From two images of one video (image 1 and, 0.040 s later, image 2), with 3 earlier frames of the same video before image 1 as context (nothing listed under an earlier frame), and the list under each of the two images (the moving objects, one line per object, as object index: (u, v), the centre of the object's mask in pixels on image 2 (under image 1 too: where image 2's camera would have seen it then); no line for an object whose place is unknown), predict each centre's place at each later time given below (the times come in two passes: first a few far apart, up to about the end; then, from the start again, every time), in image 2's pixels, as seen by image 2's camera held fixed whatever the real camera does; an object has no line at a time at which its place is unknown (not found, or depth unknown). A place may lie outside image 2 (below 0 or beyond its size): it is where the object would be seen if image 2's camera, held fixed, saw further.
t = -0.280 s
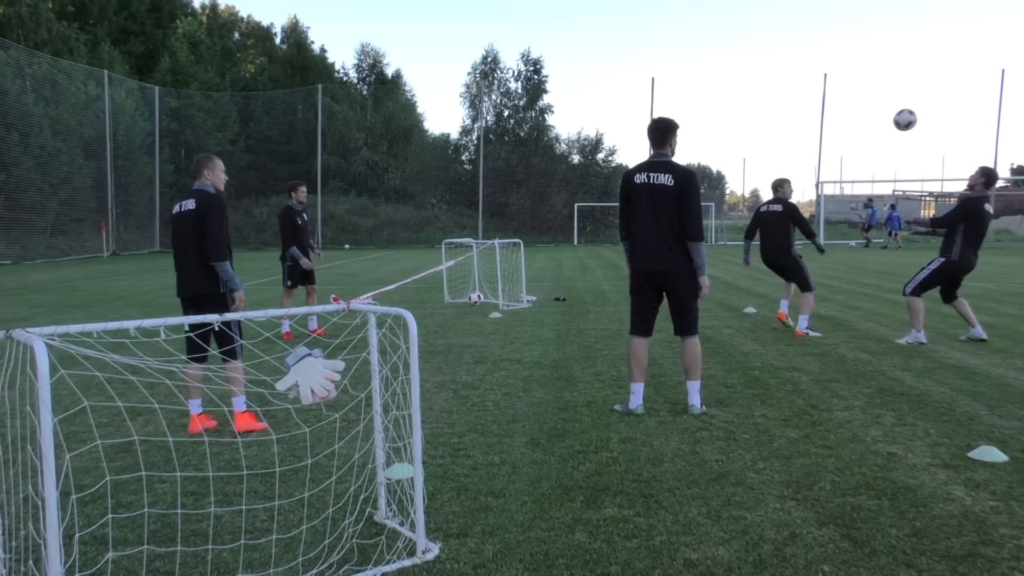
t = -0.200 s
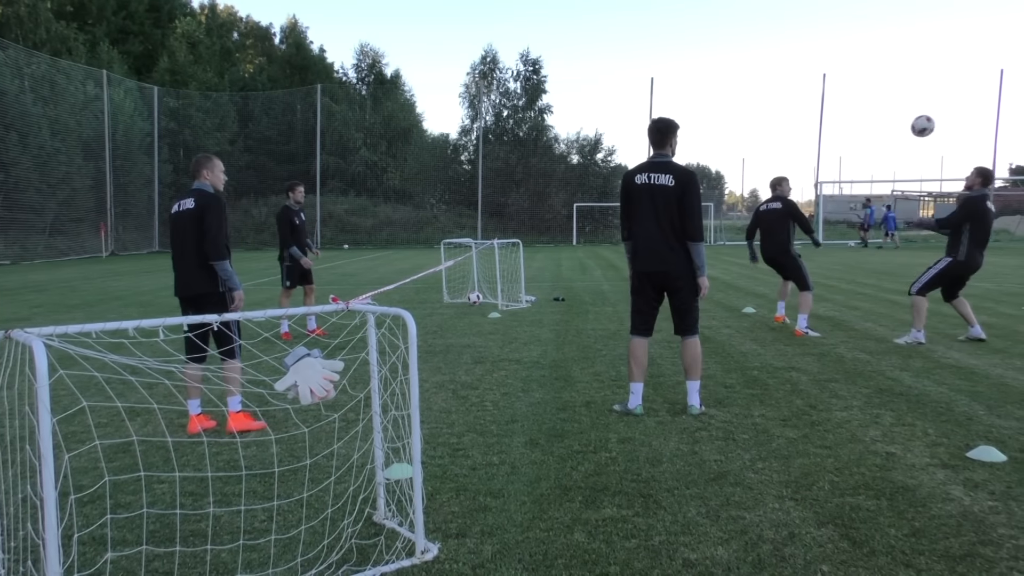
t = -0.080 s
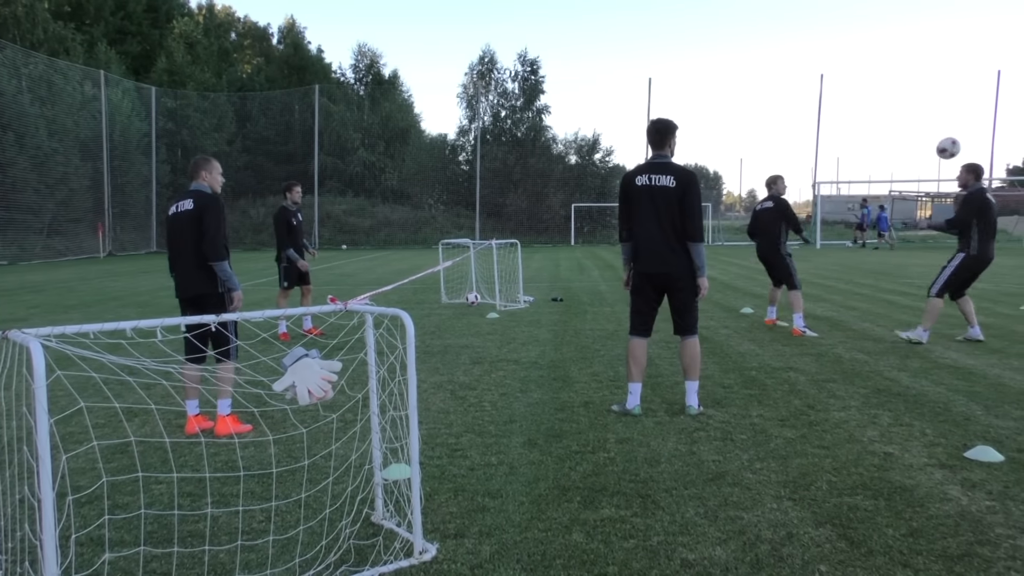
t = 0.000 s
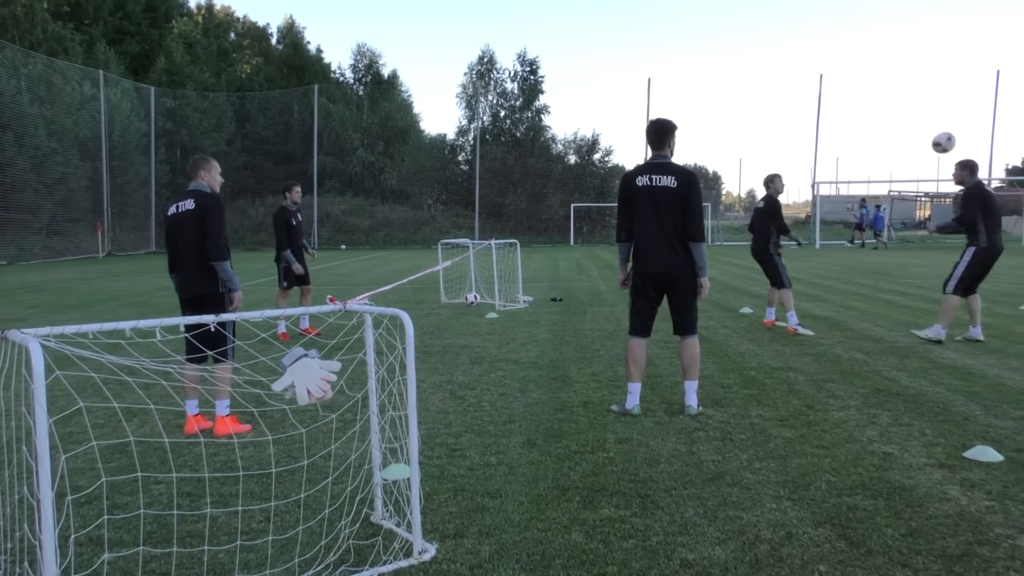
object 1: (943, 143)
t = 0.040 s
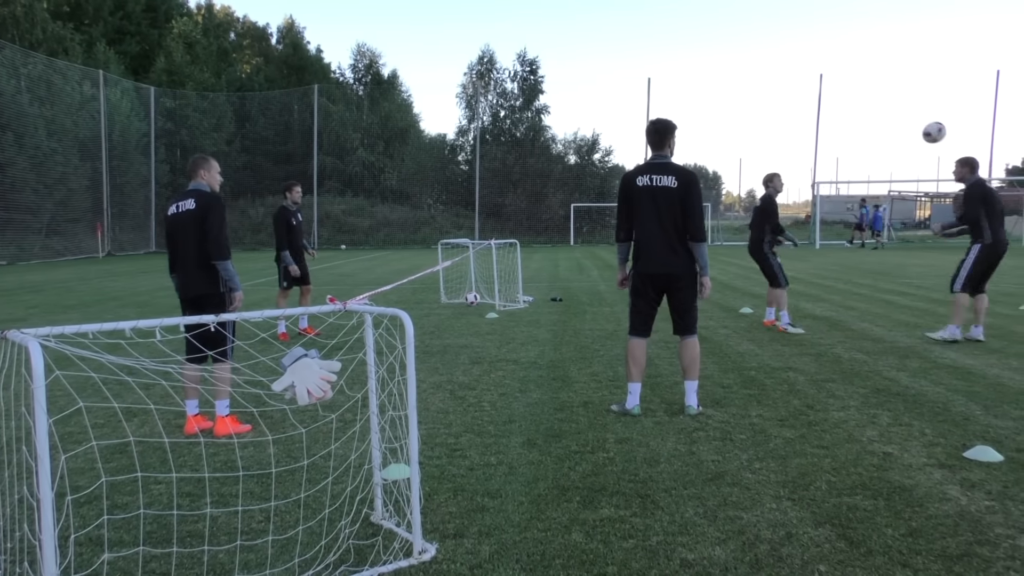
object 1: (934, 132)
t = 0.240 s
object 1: (887, 106)
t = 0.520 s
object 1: (826, 136)
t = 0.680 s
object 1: (793, 183)
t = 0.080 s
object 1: (924, 124)
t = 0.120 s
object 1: (915, 117)
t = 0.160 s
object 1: (906, 112)
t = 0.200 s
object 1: (896, 108)
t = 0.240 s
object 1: (887, 106)
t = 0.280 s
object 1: (878, 106)
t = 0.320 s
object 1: (869, 107)
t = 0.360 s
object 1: (860, 110)
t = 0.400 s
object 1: (851, 114)
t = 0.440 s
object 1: (843, 120)
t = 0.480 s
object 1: (834, 127)
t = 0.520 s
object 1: (826, 136)
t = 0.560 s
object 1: (817, 145)
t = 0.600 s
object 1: (809, 156)
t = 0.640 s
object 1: (801, 169)
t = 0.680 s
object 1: (793, 183)
